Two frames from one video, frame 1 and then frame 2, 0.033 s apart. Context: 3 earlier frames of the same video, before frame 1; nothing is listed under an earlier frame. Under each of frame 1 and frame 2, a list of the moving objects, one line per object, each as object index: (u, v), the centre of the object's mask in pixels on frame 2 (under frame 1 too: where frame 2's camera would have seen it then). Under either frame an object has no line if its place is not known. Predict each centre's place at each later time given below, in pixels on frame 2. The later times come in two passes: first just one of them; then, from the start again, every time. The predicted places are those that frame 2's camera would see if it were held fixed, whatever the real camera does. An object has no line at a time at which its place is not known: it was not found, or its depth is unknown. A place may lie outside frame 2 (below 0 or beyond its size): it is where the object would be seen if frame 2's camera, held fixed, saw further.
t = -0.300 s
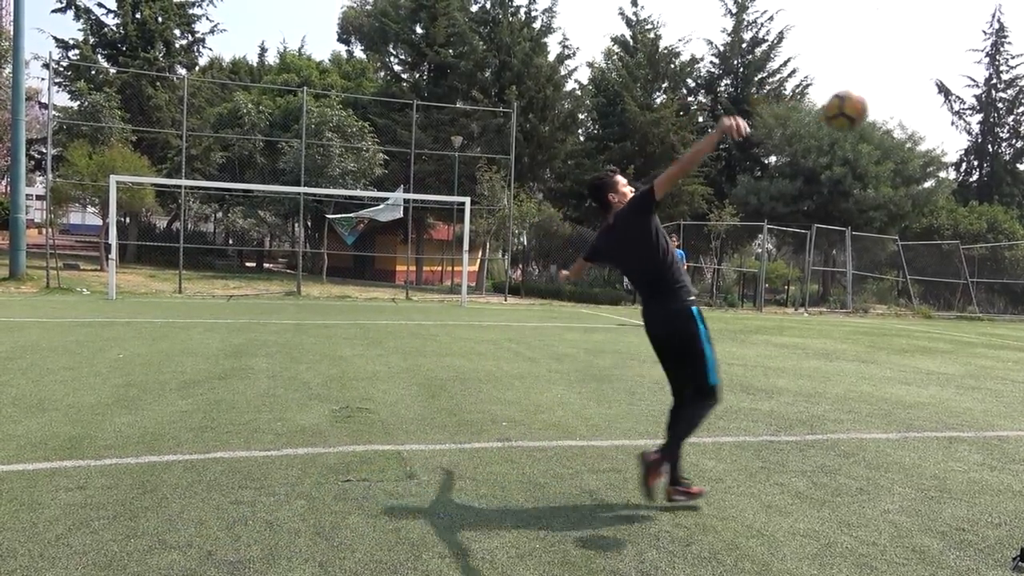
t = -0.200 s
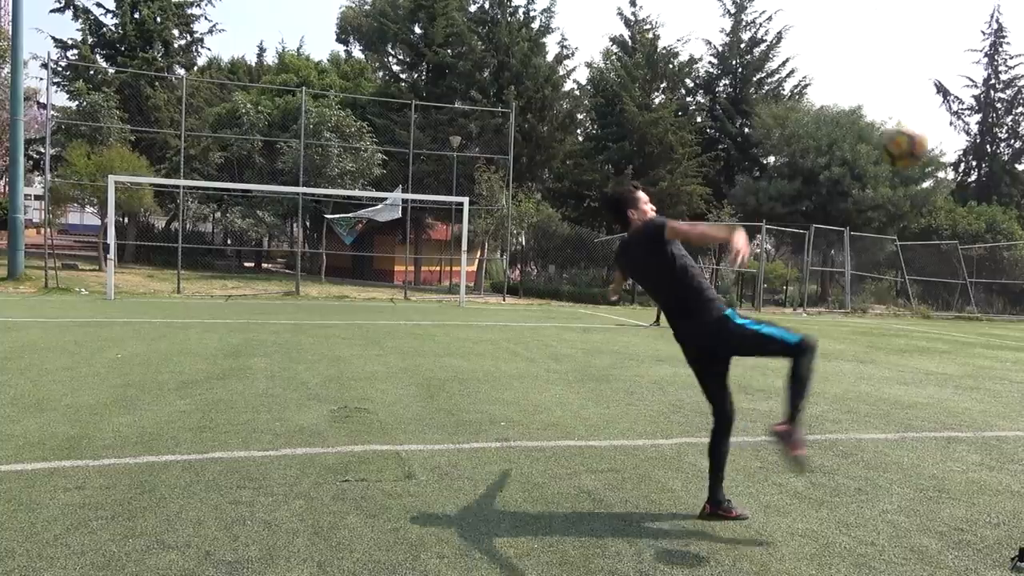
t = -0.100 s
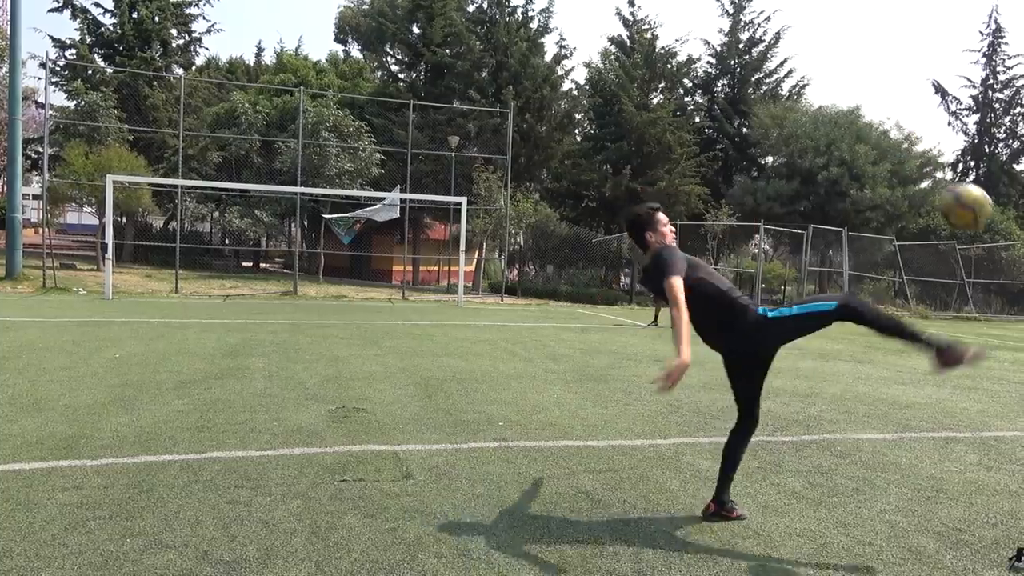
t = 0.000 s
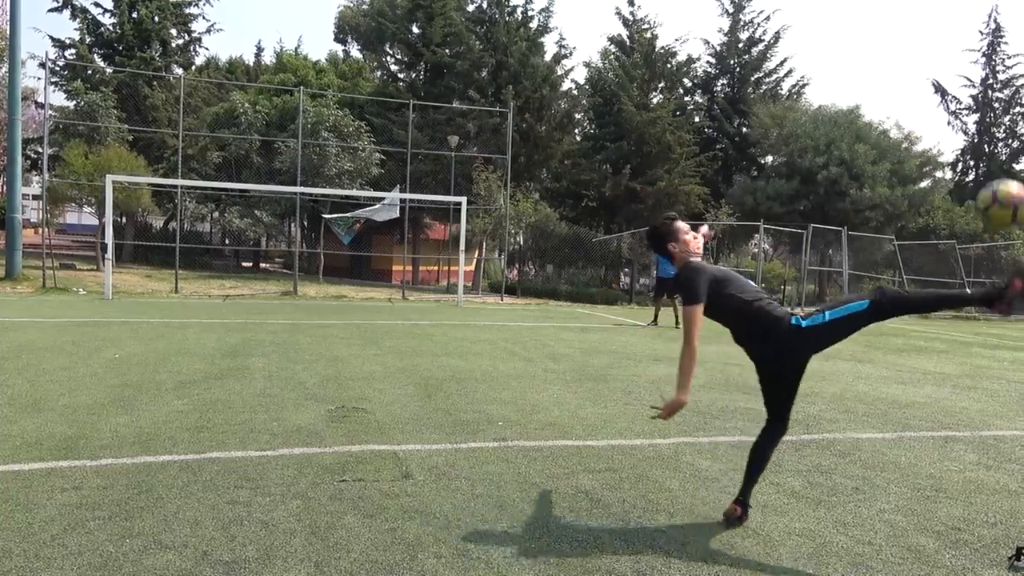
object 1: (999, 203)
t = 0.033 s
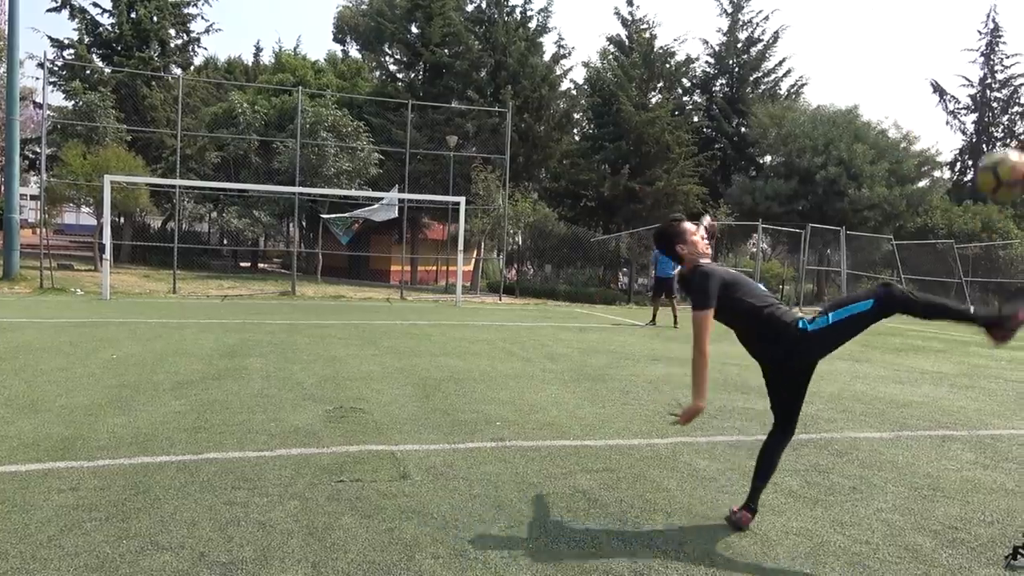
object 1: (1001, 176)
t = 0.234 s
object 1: (1014, 21)
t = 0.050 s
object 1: (1004, 159)
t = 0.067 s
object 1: (1006, 144)
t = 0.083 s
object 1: (1008, 131)
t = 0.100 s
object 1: (1010, 116)
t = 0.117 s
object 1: (1007, 103)
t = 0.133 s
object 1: (1008, 92)
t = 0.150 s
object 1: (1008, 80)
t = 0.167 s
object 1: (1008, 68)
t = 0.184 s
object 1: (1009, 55)
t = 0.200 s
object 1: (1011, 42)
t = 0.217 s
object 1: (1012, 31)
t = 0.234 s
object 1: (1014, 21)
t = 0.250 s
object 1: (1015, 10)
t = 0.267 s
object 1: (1015, 4)
